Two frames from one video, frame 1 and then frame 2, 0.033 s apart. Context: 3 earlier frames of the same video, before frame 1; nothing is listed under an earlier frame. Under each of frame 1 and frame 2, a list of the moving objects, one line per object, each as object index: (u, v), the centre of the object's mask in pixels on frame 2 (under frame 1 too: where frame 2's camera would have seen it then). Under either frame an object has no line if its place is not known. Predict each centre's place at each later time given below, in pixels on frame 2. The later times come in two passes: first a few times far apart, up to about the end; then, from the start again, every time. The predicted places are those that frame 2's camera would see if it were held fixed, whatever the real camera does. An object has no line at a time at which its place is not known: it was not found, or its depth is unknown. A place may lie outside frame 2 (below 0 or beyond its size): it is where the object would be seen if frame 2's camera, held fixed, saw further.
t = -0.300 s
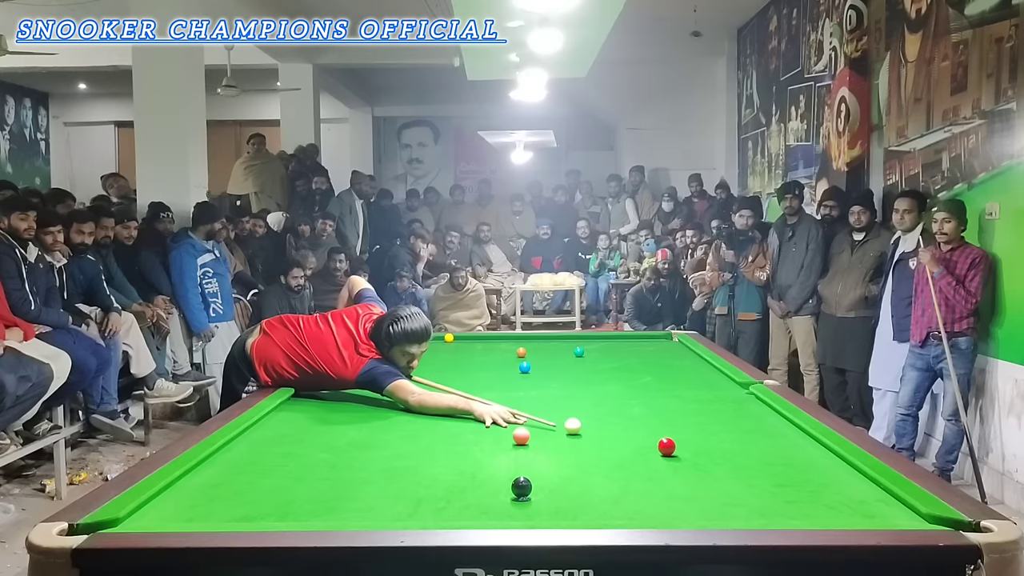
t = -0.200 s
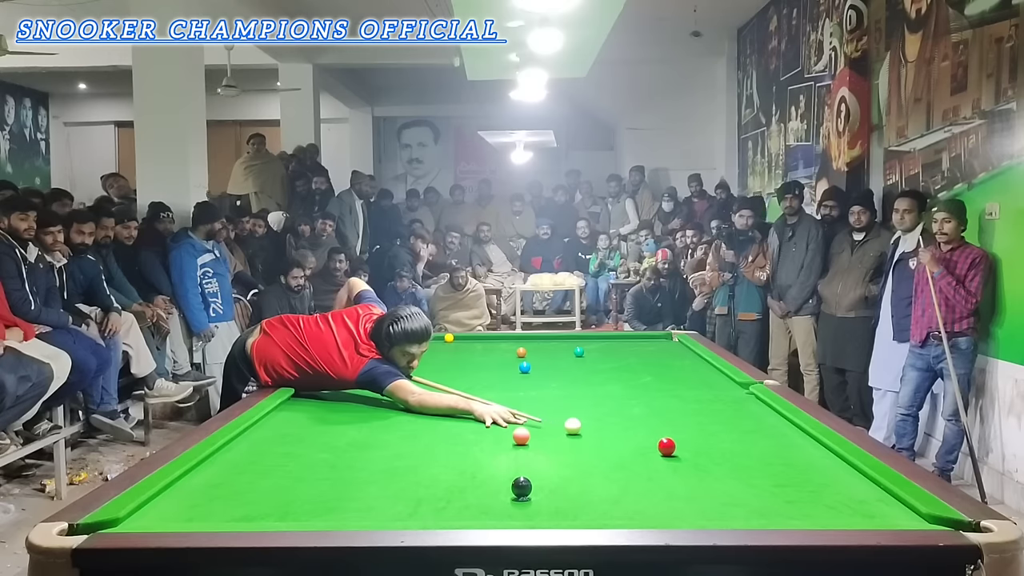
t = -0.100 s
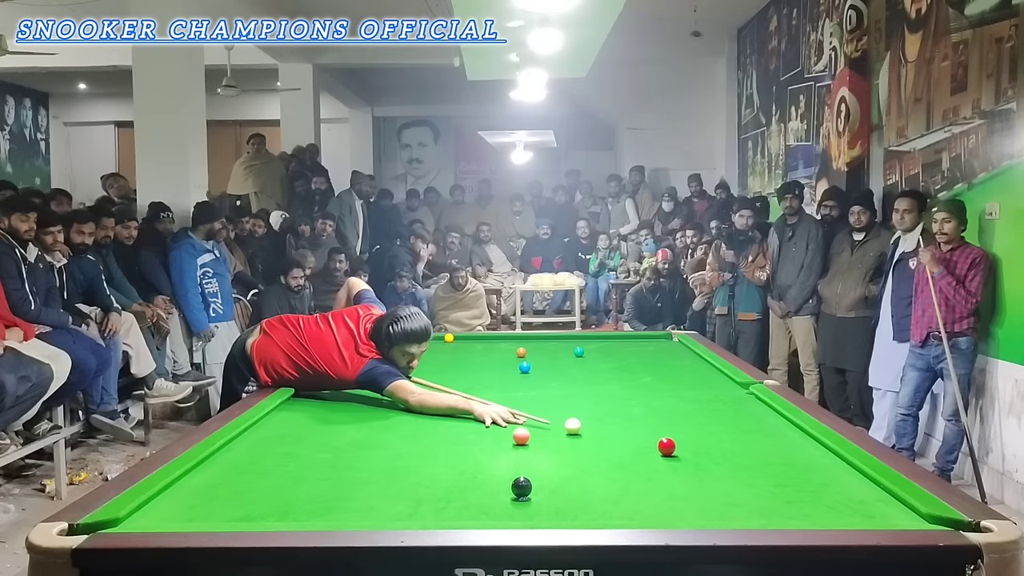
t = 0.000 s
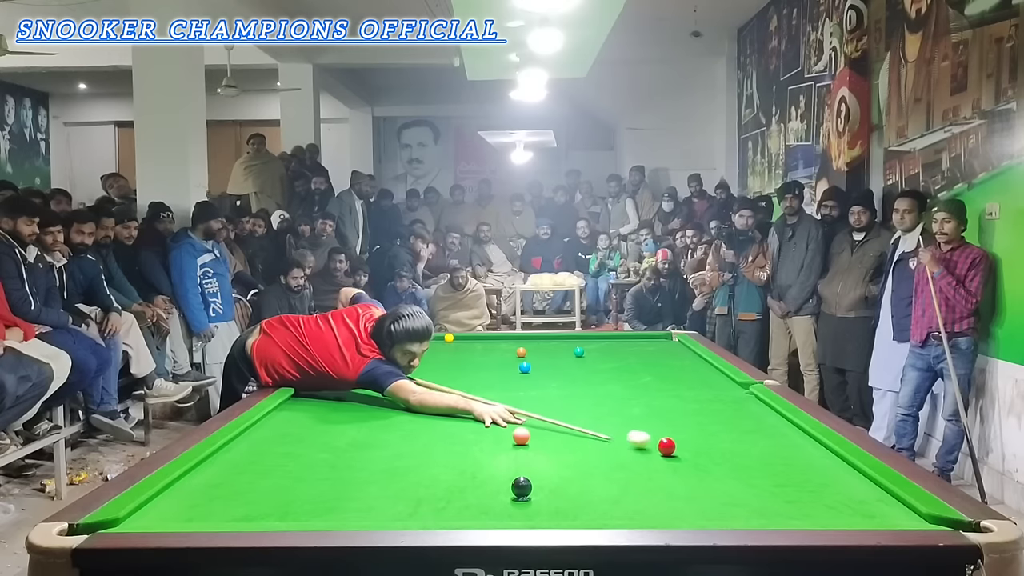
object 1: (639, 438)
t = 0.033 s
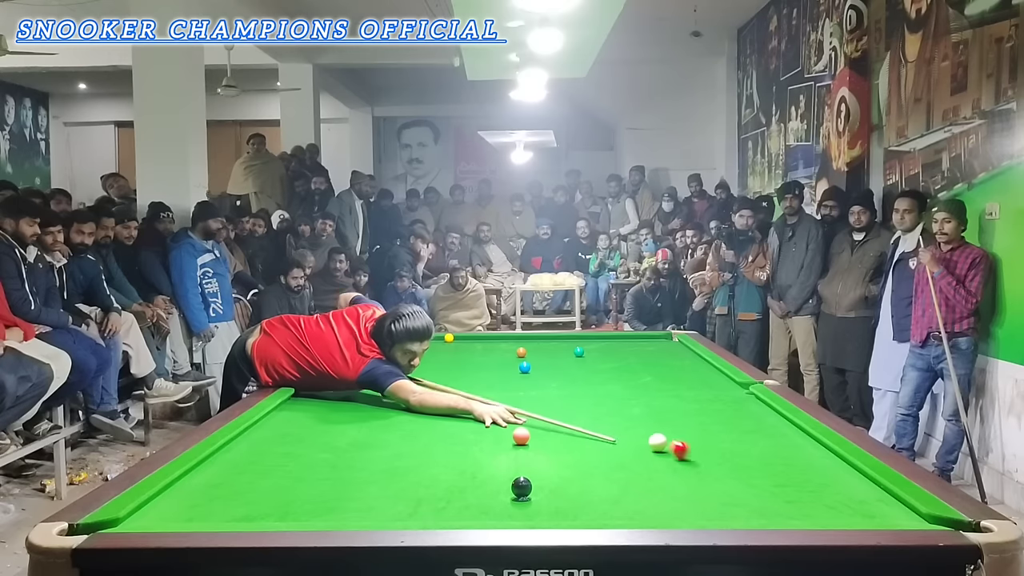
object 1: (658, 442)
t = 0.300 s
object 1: (673, 433)
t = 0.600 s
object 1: (672, 422)
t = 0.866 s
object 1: (671, 414)
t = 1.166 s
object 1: (671, 407)
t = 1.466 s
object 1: (671, 400)
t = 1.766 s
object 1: (671, 394)
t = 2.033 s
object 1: (672, 390)
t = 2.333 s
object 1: (673, 386)
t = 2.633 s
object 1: (674, 383)
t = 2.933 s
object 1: (675, 380)
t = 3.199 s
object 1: (675, 378)
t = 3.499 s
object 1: (676, 376)
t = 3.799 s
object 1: (677, 375)
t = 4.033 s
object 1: (677, 374)
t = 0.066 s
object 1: (663, 441)
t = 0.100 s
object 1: (667, 440)
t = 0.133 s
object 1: (670, 439)
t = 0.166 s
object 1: (672, 438)
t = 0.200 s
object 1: (673, 437)
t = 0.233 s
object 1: (673, 436)
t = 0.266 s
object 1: (673, 434)
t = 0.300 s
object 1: (673, 433)
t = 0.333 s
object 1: (673, 432)
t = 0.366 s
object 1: (673, 430)
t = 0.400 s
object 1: (672, 429)
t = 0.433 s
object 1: (672, 428)
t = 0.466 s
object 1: (672, 427)
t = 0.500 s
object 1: (672, 426)
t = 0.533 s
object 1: (672, 425)
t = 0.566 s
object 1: (672, 424)
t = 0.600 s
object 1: (672, 422)
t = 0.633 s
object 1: (672, 421)
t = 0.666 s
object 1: (671, 420)
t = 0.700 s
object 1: (671, 419)
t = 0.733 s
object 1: (671, 418)
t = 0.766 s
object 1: (671, 417)
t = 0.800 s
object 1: (671, 416)
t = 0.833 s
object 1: (671, 415)
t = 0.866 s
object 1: (671, 414)
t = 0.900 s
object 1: (671, 413)
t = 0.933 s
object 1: (671, 412)
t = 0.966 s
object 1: (671, 412)
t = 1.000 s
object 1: (671, 411)
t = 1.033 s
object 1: (671, 410)
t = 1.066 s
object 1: (671, 409)
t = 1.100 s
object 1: (671, 408)
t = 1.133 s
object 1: (671, 407)
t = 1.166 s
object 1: (671, 407)
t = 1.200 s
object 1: (671, 406)
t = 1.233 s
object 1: (671, 405)
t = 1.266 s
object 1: (671, 404)
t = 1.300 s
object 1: (671, 404)
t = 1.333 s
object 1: (671, 403)
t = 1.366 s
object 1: (671, 402)
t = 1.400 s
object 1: (671, 401)
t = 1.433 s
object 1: (671, 401)
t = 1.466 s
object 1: (671, 400)
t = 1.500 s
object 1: (671, 399)
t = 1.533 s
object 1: (671, 399)
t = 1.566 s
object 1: (671, 398)
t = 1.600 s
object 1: (671, 397)
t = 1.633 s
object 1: (671, 397)
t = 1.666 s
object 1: (671, 396)
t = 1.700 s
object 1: (671, 396)
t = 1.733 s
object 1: (671, 395)
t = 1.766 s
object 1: (671, 394)
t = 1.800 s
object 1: (671, 394)
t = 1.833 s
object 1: (671, 393)
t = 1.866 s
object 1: (671, 393)
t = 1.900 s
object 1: (671, 392)
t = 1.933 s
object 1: (672, 392)
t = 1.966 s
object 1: (672, 391)
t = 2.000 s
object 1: (672, 391)
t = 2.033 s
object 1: (672, 390)
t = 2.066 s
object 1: (672, 390)
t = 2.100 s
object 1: (672, 389)
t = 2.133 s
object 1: (672, 389)
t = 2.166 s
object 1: (672, 388)
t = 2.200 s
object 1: (672, 388)
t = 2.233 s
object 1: (672, 387)
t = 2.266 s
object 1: (672, 387)
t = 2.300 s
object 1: (673, 386)
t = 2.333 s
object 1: (673, 386)
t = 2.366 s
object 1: (673, 386)
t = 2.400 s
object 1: (673, 385)
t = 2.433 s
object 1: (673, 385)
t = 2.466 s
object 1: (673, 384)
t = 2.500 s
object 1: (673, 384)
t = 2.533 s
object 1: (673, 384)
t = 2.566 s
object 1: (673, 383)
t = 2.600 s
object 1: (674, 383)
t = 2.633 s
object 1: (674, 383)
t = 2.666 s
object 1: (674, 382)
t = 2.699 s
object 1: (674, 382)
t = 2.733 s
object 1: (674, 382)
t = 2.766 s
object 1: (674, 381)
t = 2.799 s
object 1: (674, 381)
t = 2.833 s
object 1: (675, 380)
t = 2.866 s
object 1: (675, 380)
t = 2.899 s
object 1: (675, 380)
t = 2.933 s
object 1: (675, 380)
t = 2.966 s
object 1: (675, 379)
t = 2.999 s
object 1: (675, 379)
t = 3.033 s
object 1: (675, 379)
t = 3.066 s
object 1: (675, 379)
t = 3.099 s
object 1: (675, 378)
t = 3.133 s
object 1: (675, 378)
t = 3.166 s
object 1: (675, 378)
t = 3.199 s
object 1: (675, 378)
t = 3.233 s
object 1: (675, 378)
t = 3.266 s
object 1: (676, 377)
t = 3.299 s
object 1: (676, 377)
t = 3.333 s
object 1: (676, 377)
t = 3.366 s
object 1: (676, 377)
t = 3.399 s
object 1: (676, 376)
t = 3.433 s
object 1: (676, 376)
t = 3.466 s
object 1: (676, 376)
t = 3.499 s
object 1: (676, 376)
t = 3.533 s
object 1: (676, 376)
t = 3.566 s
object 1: (676, 376)
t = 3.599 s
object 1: (676, 375)
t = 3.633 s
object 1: (676, 375)
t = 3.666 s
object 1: (676, 375)
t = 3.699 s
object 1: (676, 375)
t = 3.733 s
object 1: (677, 375)
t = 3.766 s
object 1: (677, 375)
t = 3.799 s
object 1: (677, 375)
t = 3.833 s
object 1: (677, 374)
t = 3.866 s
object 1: (677, 374)
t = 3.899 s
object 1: (677, 374)
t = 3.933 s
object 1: (677, 374)
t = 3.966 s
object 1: (677, 374)
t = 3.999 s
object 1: (677, 374)
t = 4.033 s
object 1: (677, 374)
